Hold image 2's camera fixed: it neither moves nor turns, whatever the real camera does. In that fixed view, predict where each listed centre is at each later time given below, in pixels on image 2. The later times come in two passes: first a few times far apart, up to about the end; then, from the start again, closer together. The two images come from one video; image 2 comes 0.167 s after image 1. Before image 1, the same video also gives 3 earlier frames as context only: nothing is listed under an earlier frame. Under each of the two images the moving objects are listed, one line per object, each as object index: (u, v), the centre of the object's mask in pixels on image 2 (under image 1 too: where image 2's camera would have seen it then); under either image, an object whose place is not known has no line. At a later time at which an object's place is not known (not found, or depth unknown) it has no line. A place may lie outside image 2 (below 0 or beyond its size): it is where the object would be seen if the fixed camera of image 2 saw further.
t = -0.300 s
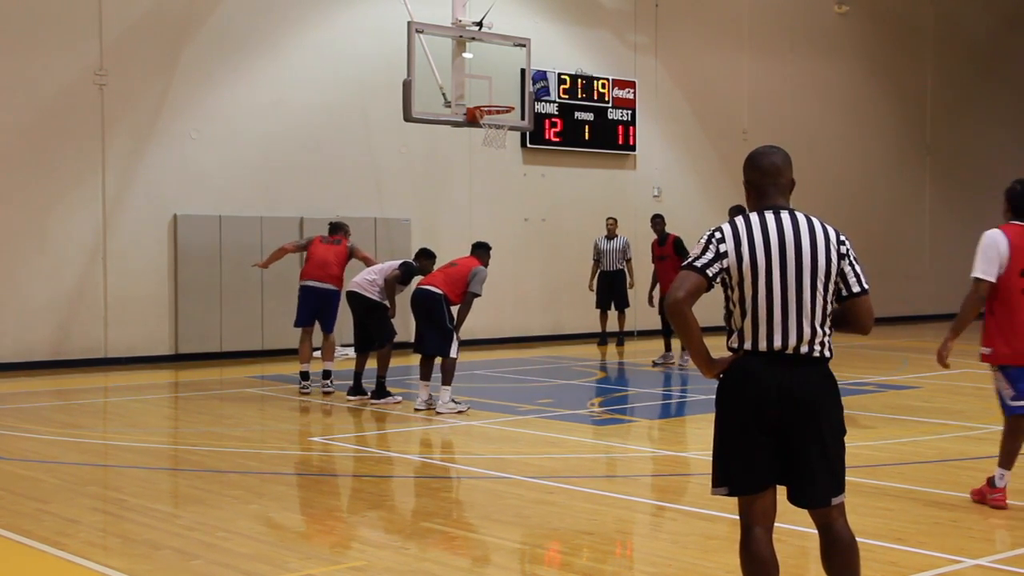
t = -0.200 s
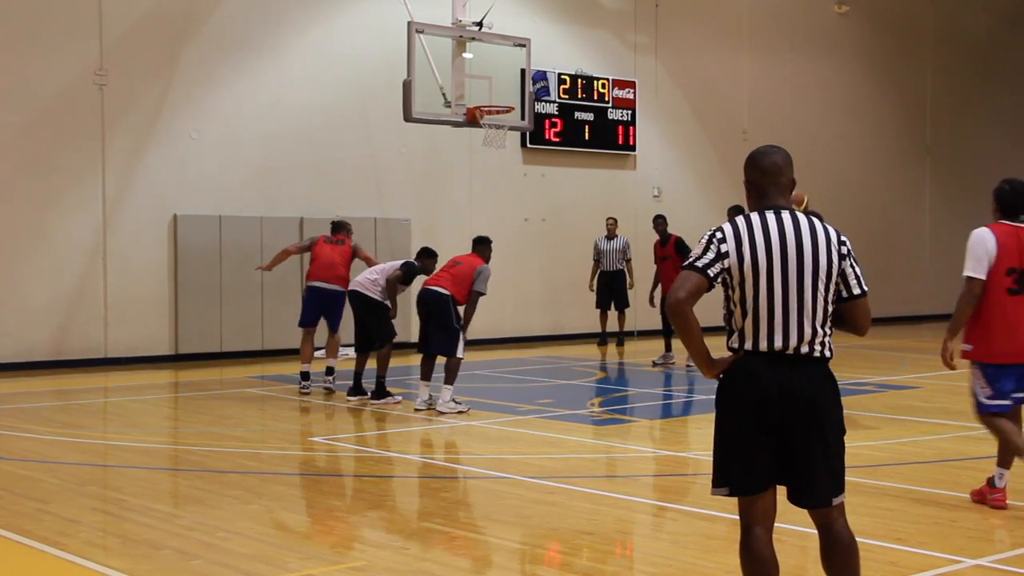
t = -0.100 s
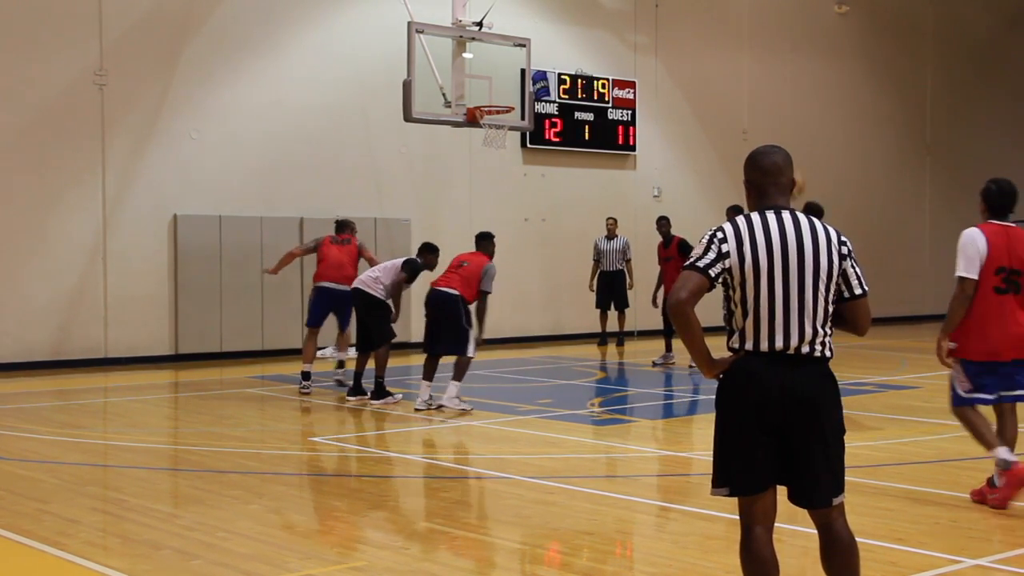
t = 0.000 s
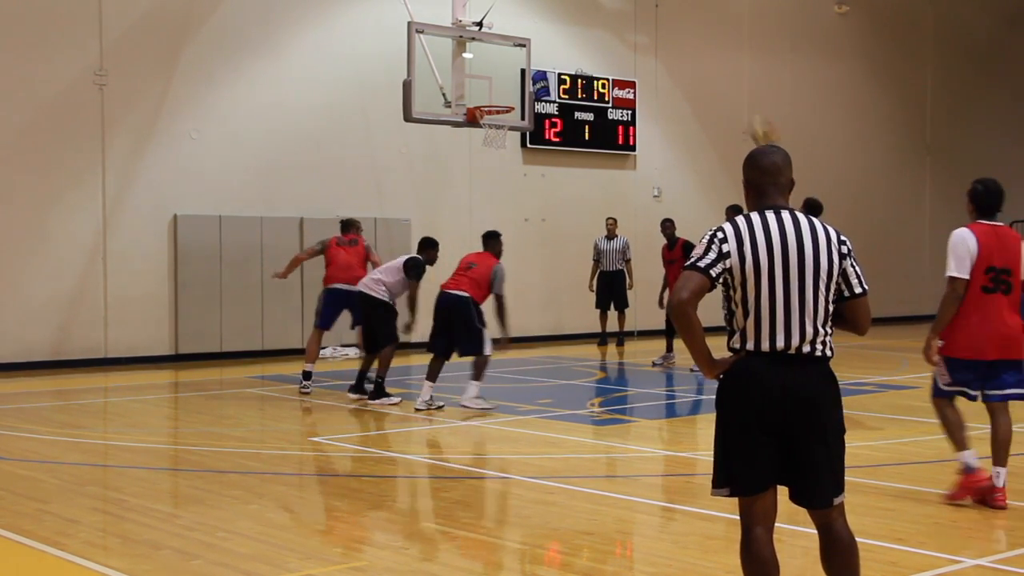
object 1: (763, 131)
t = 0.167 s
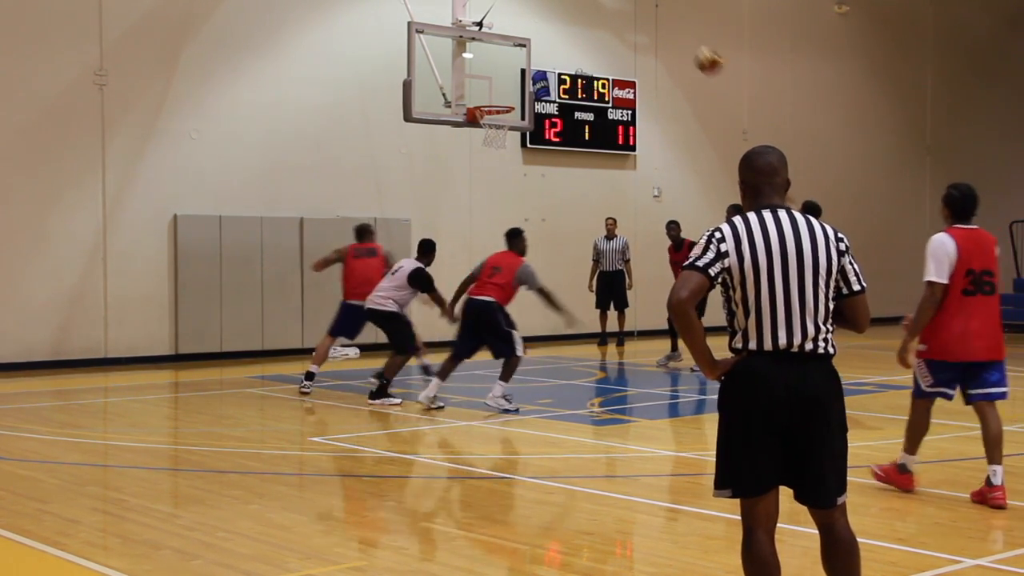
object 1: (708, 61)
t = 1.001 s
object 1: (492, 119)
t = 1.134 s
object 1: (481, 132)
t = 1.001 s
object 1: (492, 119)
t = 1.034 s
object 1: (487, 126)
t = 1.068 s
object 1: (483, 128)
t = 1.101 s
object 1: (481, 128)
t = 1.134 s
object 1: (481, 132)
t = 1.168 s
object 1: (481, 135)
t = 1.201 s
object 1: (480, 140)
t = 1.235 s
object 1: (480, 146)
